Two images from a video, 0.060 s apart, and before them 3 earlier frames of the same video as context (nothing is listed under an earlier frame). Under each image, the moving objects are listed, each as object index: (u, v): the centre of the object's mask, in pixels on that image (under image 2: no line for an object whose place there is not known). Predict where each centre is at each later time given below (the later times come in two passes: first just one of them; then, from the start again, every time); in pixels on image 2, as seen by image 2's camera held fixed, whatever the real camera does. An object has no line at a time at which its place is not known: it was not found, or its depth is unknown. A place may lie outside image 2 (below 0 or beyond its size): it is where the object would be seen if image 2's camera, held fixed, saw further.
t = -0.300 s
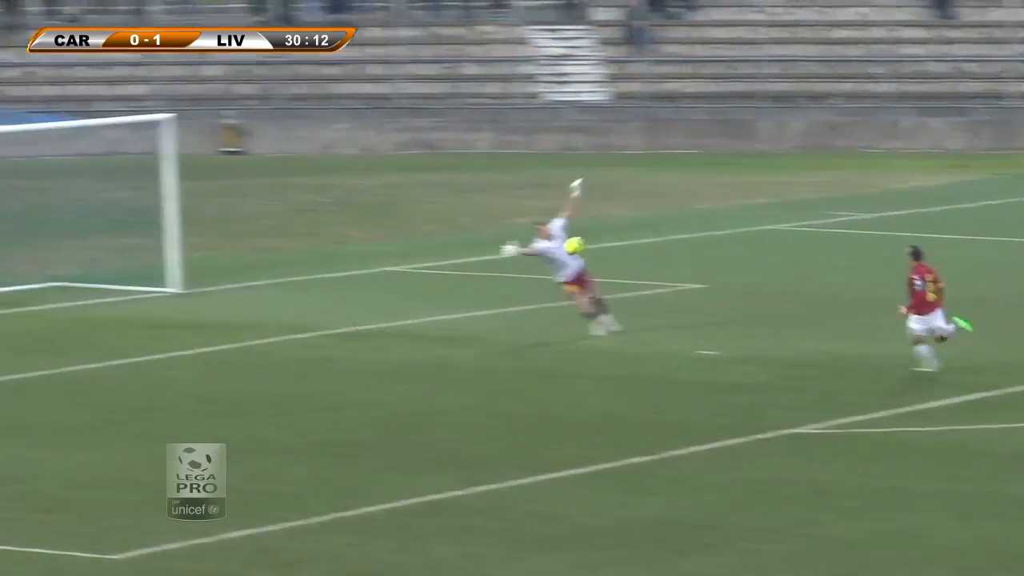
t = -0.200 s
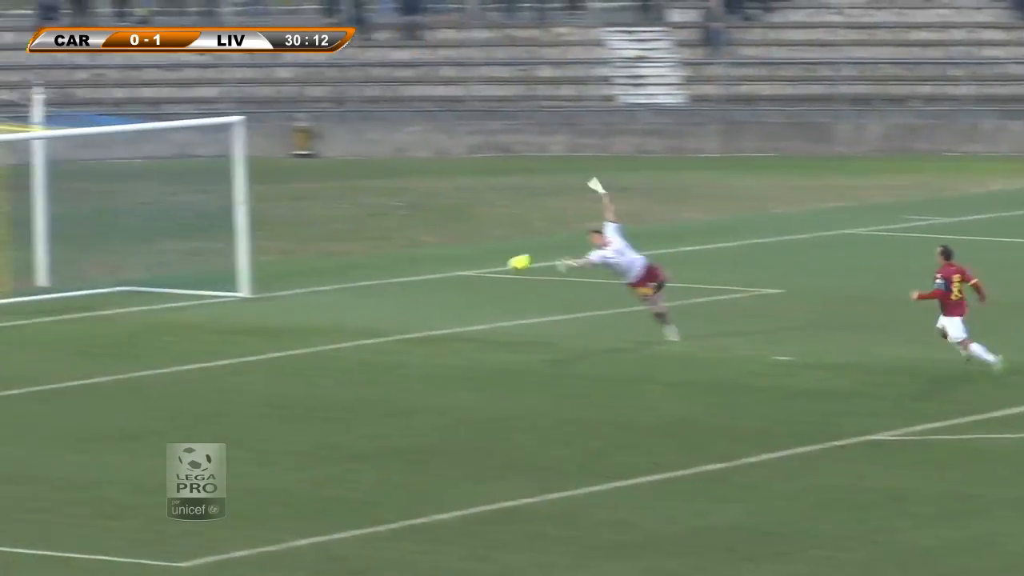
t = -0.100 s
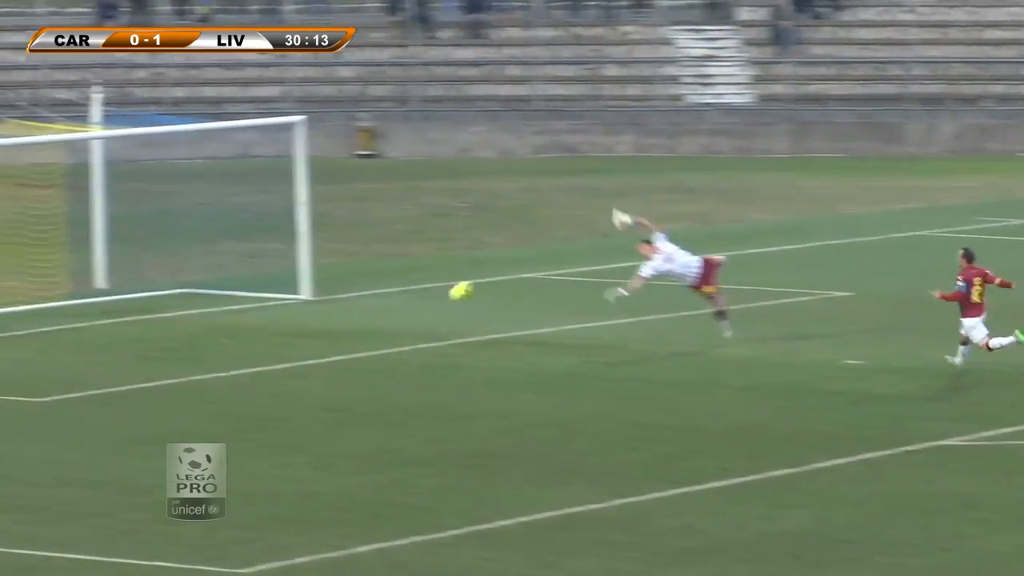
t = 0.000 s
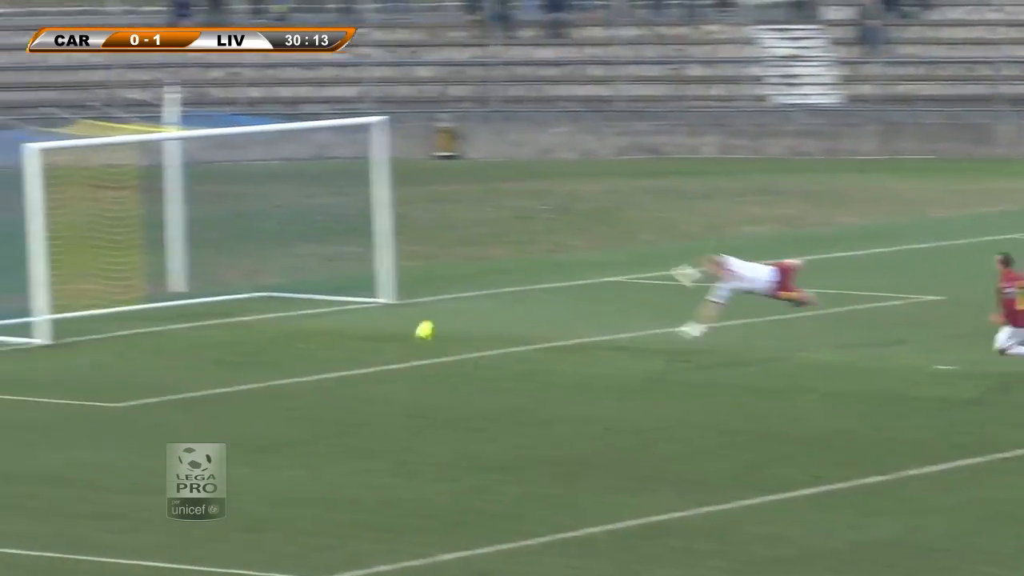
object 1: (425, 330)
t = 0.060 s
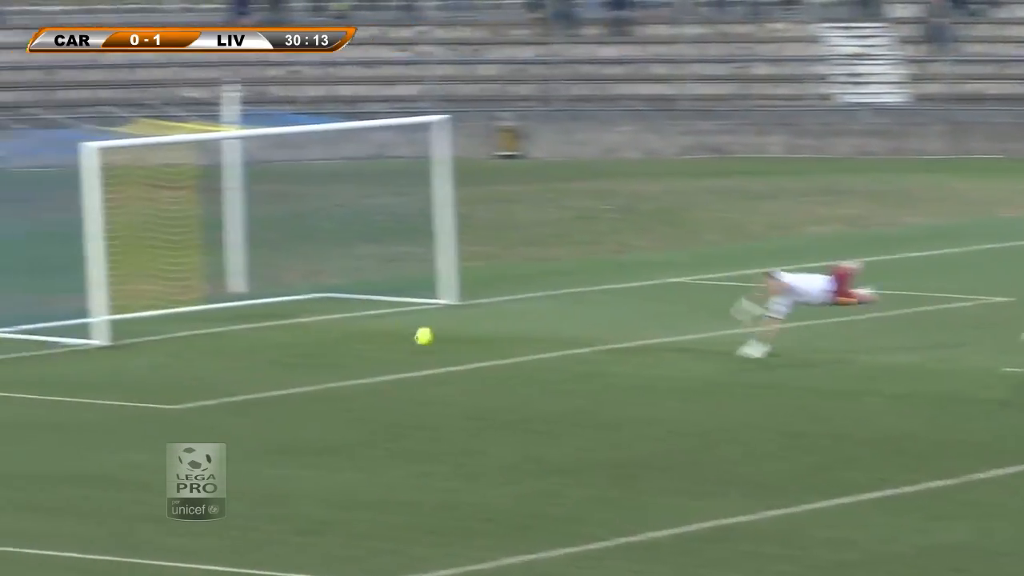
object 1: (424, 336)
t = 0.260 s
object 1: (246, 285)
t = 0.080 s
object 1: (405, 329)
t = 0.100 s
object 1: (387, 322)
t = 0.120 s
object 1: (369, 315)
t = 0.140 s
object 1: (351, 310)
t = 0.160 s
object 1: (333, 305)
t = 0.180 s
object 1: (315, 299)
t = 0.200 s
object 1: (297, 295)
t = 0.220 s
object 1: (280, 292)
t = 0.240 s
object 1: (263, 288)
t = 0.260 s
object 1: (246, 285)
